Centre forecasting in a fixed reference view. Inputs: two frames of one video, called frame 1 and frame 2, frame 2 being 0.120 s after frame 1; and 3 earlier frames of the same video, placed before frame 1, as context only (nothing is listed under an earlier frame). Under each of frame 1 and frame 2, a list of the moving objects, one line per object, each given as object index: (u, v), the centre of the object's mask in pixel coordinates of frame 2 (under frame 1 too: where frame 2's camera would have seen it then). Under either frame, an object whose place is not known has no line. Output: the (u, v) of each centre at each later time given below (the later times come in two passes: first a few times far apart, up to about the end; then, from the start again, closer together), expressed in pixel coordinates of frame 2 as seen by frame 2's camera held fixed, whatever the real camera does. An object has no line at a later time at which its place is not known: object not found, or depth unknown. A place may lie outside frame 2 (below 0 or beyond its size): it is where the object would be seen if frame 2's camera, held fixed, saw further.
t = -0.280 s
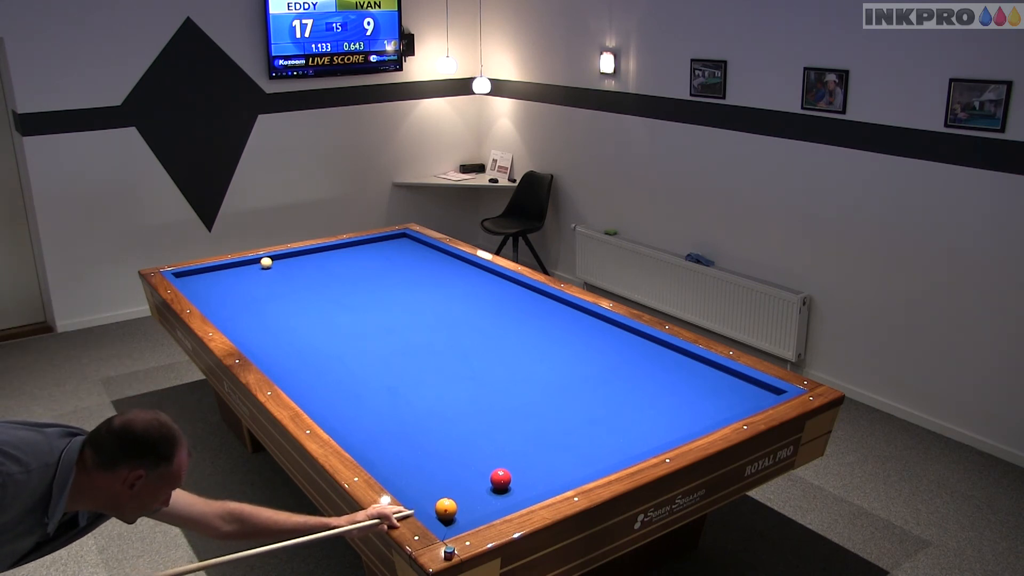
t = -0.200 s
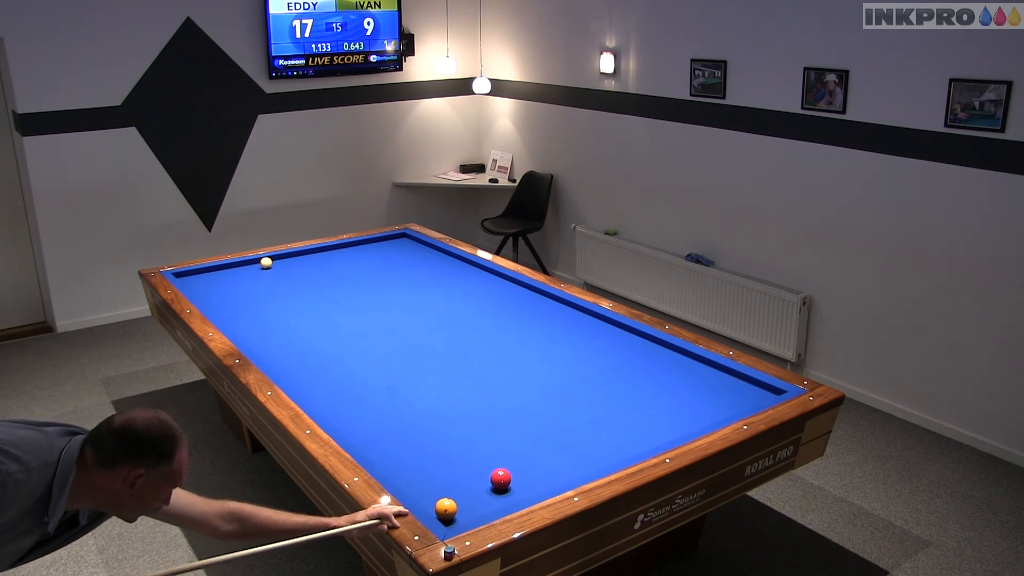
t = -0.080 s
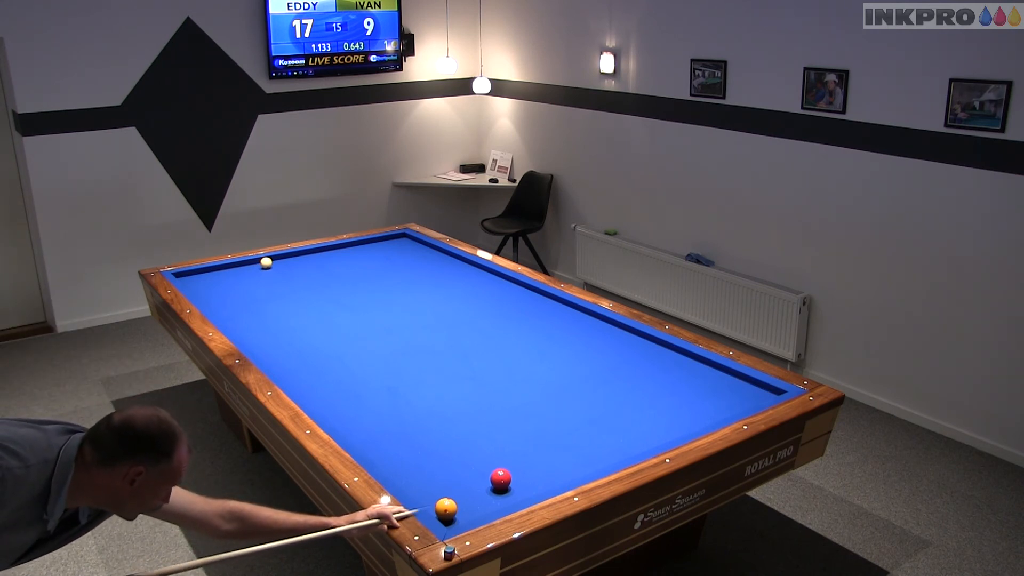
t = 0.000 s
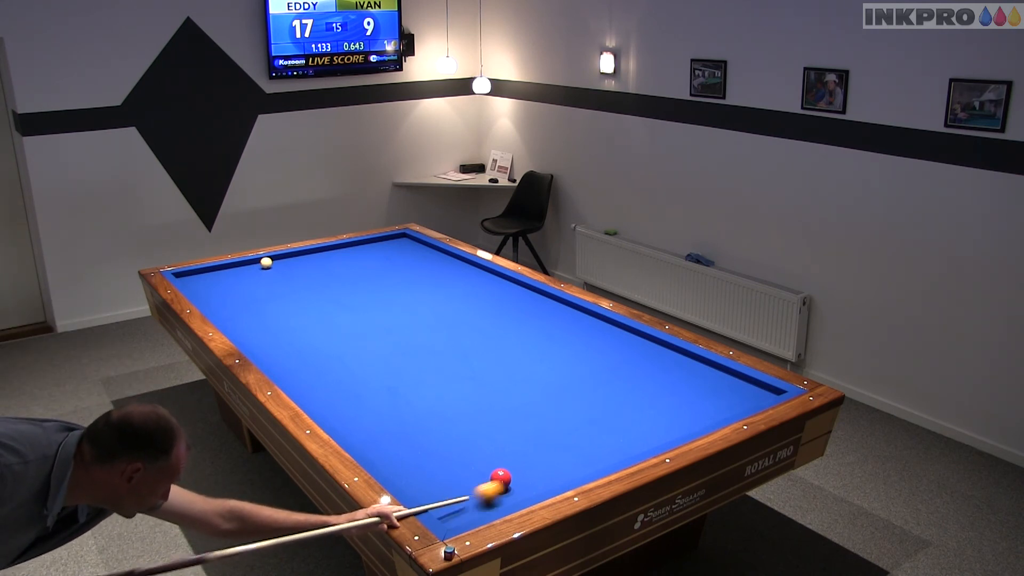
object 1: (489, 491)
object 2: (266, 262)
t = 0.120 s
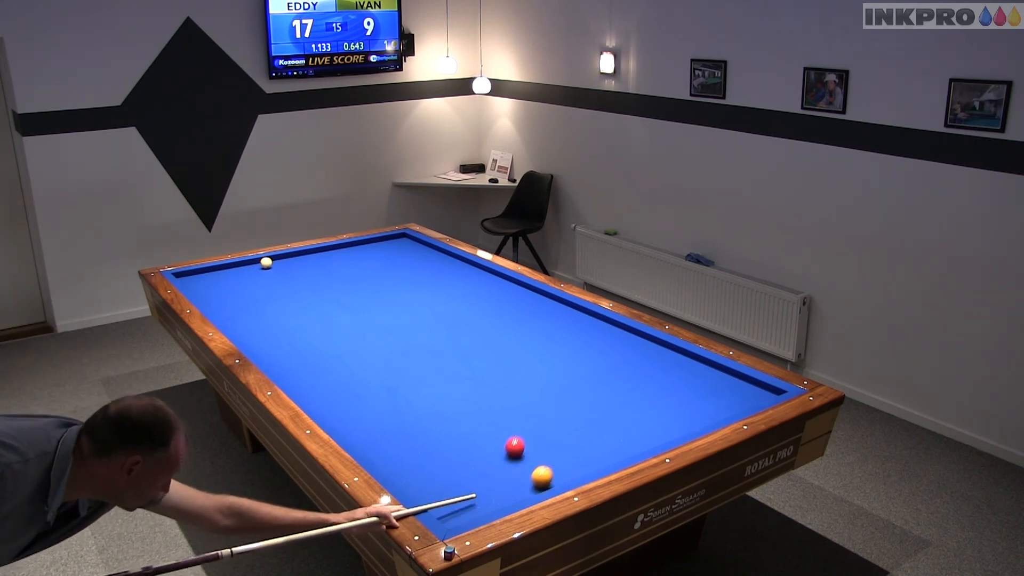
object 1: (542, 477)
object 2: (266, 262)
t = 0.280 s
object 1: (574, 440)
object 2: (266, 262)
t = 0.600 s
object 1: (629, 382)
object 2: (266, 262)
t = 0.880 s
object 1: (657, 344)
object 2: (266, 262)
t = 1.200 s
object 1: (557, 339)
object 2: (266, 262)
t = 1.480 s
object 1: (482, 333)
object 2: (266, 262)
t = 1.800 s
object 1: (403, 327)
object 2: (266, 262)
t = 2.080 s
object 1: (337, 321)
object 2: (266, 262)
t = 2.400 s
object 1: (267, 315)
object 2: (266, 262)
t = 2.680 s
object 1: (216, 308)
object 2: (266, 262)
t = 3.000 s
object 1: (228, 293)
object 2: (266, 262)
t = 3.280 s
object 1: (235, 282)
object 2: (266, 262)
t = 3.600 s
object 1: (242, 270)
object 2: (266, 262)
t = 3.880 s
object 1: (248, 262)
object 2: (266, 262)
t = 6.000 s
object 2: (315, 261)
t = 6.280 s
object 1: (262, 278)
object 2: (319, 261)
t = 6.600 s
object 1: (265, 278)
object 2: (324, 261)
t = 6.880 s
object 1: (262, 278)
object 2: (327, 261)
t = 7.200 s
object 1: (264, 281)
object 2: (330, 261)
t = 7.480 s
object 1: (265, 282)
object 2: (333, 261)
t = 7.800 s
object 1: (265, 283)
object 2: (334, 261)
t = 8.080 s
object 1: (265, 283)
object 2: (335, 261)
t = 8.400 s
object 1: (265, 283)
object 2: (335, 261)
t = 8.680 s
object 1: (265, 283)
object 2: (335, 261)
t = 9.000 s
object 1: (265, 283)
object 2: (335, 261)
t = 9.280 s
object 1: (265, 283)
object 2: (335, 261)
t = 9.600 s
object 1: (265, 283)
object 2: (335, 261)
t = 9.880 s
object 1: (265, 283)
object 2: (335, 261)
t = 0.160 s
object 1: (550, 467)
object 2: (266, 262)
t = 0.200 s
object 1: (558, 458)
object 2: (266, 262)
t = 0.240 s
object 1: (566, 449)
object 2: (266, 262)
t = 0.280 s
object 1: (574, 440)
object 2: (266, 262)
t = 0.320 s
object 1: (582, 432)
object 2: (266, 262)
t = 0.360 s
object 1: (590, 424)
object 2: (266, 262)
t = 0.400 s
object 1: (597, 416)
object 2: (266, 262)
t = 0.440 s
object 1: (604, 409)
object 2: (266, 262)
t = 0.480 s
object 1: (610, 402)
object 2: (266, 262)
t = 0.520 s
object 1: (617, 395)
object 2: (266, 262)
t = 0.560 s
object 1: (623, 388)
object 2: (266, 262)
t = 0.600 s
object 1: (629, 382)
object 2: (266, 262)
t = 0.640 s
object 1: (635, 375)
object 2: (266, 262)
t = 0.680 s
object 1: (640, 369)
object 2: (266, 262)
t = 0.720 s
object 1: (646, 364)
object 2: (266, 262)
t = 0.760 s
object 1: (651, 358)
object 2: (266, 262)
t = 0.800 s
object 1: (656, 352)
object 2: (266, 262)
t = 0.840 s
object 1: (661, 347)
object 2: (266, 262)
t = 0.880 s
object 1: (657, 344)
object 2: (266, 262)
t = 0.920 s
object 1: (642, 344)
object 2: (266, 262)
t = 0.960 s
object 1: (628, 344)
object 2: (266, 262)
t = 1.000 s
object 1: (615, 343)
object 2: (266, 262)
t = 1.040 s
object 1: (602, 343)
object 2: (266, 262)
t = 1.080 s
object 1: (590, 342)
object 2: (266, 262)
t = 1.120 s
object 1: (579, 341)
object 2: (266, 262)
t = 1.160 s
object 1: (568, 340)
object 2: (266, 262)
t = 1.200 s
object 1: (557, 339)
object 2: (266, 262)
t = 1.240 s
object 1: (546, 339)
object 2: (266, 262)
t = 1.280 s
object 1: (535, 338)
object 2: (266, 262)
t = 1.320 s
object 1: (525, 337)
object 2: (266, 262)
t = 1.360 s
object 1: (514, 336)
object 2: (266, 262)
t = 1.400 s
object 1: (503, 335)
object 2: (266, 262)
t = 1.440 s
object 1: (493, 334)
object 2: (266, 262)
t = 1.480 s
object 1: (482, 333)
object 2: (266, 262)
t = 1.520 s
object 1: (472, 333)
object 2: (266, 262)
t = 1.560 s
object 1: (462, 332)
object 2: (266, 262)
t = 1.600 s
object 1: (452, 331)
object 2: (266, 262)
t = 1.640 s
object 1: (442, 330)
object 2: (266, 262)
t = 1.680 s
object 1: (432, 329)
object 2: (266, 262)
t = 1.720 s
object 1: (422, 328)
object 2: (266, 262)
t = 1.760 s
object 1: (412, 327)
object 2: (266, 262)
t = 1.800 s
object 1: (403, 327)
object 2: (266, 262)
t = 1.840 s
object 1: (393, 326)
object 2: (266, 262)
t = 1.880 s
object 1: (383, 325)
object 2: (266, 262)
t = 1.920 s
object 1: (374, 324)
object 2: (266, 262)
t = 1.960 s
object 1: (364, 323)
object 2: (266, 262)
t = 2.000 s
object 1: (355, 323)
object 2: (266, 262)
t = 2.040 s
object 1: (346, 322)
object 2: (266, 262)
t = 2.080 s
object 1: (337, 321)
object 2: (266, 262)
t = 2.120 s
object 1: (328, 320)
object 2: (266, 262)
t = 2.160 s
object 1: (319, 319)
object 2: (266, 262)
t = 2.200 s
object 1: (310, 318)
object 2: (266, 262)
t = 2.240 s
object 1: (302, 318)
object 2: (266, 262)
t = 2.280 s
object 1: (293, 317)
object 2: (266, 262)
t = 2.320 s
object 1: (284, 316)
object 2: (266, 262)
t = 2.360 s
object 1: (276, 315)
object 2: (266, 262)
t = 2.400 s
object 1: (267, 315)
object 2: (266, 262)
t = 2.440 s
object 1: (259, 314)
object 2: (266, 262)
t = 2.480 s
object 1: (251, 313)
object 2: (266, 262)
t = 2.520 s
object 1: (243, 313)
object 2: (266, 262)
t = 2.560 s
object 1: (235, 312)
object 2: (266, 262)
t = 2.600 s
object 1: (227, 311)
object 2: (266, 262)
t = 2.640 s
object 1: (219, 310)
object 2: (266, 262)
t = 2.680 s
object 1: (216, 308)
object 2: (266, 262)
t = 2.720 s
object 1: (219, 307)
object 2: (266, 262)
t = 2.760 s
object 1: (221, 305)
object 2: (266, 262)
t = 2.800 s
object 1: (223, 303)
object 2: (266, 262)
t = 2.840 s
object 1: (224, 301)
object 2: (266, 262)
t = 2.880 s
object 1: (225, 299)
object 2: (266, 262)
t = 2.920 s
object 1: (226, 297)
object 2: (266, 262)
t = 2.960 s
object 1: (227, 295)
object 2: (266, 262)
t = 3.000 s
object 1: (228, 293)
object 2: (266, 262)
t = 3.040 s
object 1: (229, 292)
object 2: (266, 262)
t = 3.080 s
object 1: (230, 290)
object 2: (266, 262)
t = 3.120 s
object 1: (231, 288)
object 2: (266, 262)
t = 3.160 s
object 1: (232, 287)
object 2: (266, 262)
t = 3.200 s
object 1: (233, 285)
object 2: (266, 262)
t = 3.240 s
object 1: (234, 284)
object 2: (266, 262)
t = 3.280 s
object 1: (235, 282)
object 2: (266, 262)
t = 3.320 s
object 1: (236, 281)
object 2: (266, 262)
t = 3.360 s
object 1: (237, 279)
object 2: (266, 262)
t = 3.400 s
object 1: (238, 278)
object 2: (266, 262)
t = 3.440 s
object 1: (238, 276)
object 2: (266, 262)
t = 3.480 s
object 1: (239, 273)
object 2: (266, 262)
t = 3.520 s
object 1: (241, 272)
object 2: (266, 262)
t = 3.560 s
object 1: (241, 271)
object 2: (266, 262)
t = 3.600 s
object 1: (242, 270)
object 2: (266, 262)
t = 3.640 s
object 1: (243, 269)
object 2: (266, 262)
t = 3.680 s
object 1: (243, 268)
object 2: (266, 262)
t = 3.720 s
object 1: (244, 266)
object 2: (266, 262)
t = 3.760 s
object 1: (245, 265)
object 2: (266, 262)
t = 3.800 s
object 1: (246, 264)
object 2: (266, 262)
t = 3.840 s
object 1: (246, 262)
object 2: (266, 262)
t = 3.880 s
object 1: (248, 262)
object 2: (266, 262)
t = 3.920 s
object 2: (266, 262)
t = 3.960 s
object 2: (266, 262)
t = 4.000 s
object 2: (266, 262)
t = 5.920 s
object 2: (313, 261)
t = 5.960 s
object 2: (314, 261)
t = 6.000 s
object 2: (315, 261)
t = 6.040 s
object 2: (315, 261)
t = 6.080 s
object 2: (316, 261)
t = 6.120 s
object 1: (263, 277)
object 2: (317, 261)
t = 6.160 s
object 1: (262, 278)
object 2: (317, 261)
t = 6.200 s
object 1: (262, 278)
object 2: (318, 261)
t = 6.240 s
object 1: (262, 278)
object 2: (319, 261)
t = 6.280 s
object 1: (262, 278)
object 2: (319, 261)
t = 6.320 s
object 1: (262, 279)
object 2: (320, 261)
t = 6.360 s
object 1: (263, 279)
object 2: (320, 261)
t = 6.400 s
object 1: (263, 279)
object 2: (321, 261)
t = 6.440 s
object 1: (263, 278)
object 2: (322, 261)
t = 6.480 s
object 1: (264, 278)
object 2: (322, 261)
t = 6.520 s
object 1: (264, 278)
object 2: (323, 261)
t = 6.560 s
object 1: (264, 278)
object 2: (323, 261)
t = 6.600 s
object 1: (265, 278)
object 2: (324, 261)
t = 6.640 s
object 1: (265, 278)
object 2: (324, 261)
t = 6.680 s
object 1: (264, 277)
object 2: (325, 261)
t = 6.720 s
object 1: (264, 277)
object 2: (325, 261)
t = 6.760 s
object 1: (263, 277)
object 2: (326, 261)
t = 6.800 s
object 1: (263, 277)
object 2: (326, 261)
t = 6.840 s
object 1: (262, 278)
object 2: (327, 261)
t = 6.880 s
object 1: (262, 278)
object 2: (327, 261)
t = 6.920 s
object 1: (262, 279)
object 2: (328, 261)
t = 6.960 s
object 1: (262, 280)
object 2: (328, 261)
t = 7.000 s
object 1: (263, 280)
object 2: (328, 261)
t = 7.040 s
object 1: (263, 280)
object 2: (329, 261)
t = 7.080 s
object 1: (263, 281)
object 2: (329, 261)
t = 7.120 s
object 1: (263, 281)
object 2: (330, 261)
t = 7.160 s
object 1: (264, 281)
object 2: (330, 261)
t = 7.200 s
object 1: (264, 281)
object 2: (330, 261)
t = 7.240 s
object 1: (264, 282)
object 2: (331, 261)
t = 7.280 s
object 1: (264, 282)
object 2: (331, 261)
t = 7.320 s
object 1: (265, 282)
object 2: (331, 261)
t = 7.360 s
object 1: (265, 282)
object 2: (332, 261)
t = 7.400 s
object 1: (265, 282)
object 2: (332, 261)
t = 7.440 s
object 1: (265, 282)
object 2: (332, 261)
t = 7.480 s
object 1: (265, 282)
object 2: (333, 261)
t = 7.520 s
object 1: (265, 282)
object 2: (333, 261)
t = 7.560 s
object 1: (265, 282)
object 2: (333, 261)
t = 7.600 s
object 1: (265, 283)
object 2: (333, 261)
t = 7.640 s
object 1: (265, 283)
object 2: (334, 261)
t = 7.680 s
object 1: (265, 283)
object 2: (334, 261)
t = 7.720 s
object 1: (265, 283)
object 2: (334, 261)
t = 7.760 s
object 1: (265, 283)
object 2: (334, 261)
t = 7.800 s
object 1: (265, 283)
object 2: (334, 261)
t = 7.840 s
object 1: (265, 283)
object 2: (334, 261)
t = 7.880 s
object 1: (265, 283)
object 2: (334, 261)
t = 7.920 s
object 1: (265, 283)
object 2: (335, 261)
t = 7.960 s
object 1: (265, 283)
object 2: (335, 261)
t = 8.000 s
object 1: (265, 283)
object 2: (335, 261)
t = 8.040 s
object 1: (265, 283)
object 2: (335, 261)
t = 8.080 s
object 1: (265, 283)
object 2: (335, 261)
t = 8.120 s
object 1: (265, 283)
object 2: (335, 261)
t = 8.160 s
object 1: (265, 283)
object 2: (335, 261)
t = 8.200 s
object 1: (265, 283)
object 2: (335, 261)
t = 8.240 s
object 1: (265, 283)
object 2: (335, 261)
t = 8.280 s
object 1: (265, 283)
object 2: (335, 261)
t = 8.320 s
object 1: (265, 283)
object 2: (335, 261)
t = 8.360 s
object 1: (265, 283)
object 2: (335, 261)
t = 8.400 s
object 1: (265, 283)
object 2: (335, 261)
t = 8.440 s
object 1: (265, 283)
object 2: (335, 261)
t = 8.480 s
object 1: (265, 283)
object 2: (335, 261)
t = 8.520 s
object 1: (265, 283)
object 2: (335, 261)
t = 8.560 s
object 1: (265, 283)
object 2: (335, 261)
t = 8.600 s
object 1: (265, 283)
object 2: (335, 261)
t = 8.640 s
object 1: (265, 283)
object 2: (335, 261)
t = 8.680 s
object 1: (265, 283)
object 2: (335, 261)
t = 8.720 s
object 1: (265, 283)
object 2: (335, 261)
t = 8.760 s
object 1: (265, 283)
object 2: (335, 261)
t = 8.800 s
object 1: (265, 283)
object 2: (335, 261)
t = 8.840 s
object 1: (265, 283)
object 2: (335, 261)
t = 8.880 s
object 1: (265, 283)
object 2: (335, 261)
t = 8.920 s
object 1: (265, 283)
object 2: (335, 261)
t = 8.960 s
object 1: (265, 283)
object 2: (335, 261)
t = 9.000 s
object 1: (265, 283)
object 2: (335, 261)
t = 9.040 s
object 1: (265, 283)
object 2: (335, 261)
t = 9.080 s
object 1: (265, 283)
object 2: (335, 261)
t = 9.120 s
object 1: (265, 283)
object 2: (335, 261)
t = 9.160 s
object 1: (265, 283)
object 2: (335, 261)
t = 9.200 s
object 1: (265, 283)
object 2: (335, 261)
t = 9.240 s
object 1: (265, 283)
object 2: (335, 261)
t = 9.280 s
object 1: (265, 283)
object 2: (335, 261)
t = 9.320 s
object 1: (265, 283)
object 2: (335, 261)
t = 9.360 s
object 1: (265, 283)
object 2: (335, 261)
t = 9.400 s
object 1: (265, 283)
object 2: (335, 261)
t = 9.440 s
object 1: (265, 283)
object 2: (335, 261)
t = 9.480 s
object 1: (265, 283)
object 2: (335, 261)
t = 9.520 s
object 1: (265, 283)
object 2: (335, 261)
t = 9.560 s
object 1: (265, 283)
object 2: (335, 261)
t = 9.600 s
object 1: (265, 283)
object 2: (335, 261)
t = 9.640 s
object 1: (265, 283)
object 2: (335, 261)
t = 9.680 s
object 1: (265, 283)
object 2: (335, 261)
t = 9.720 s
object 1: (265, 283)
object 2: (335, 261)
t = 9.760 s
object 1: (265, 283)
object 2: (335, 261)
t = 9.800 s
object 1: (265, 283)
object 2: (335, 261)
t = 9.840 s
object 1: (265, 283)
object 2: (335, 261)
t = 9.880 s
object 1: (265, 283)
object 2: (335, 261)
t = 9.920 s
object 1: (265, 283)
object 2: (335, 261)
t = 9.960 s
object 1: (265, 283)
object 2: (335, 261)
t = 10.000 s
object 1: (265, 283)
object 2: (335, 261)
